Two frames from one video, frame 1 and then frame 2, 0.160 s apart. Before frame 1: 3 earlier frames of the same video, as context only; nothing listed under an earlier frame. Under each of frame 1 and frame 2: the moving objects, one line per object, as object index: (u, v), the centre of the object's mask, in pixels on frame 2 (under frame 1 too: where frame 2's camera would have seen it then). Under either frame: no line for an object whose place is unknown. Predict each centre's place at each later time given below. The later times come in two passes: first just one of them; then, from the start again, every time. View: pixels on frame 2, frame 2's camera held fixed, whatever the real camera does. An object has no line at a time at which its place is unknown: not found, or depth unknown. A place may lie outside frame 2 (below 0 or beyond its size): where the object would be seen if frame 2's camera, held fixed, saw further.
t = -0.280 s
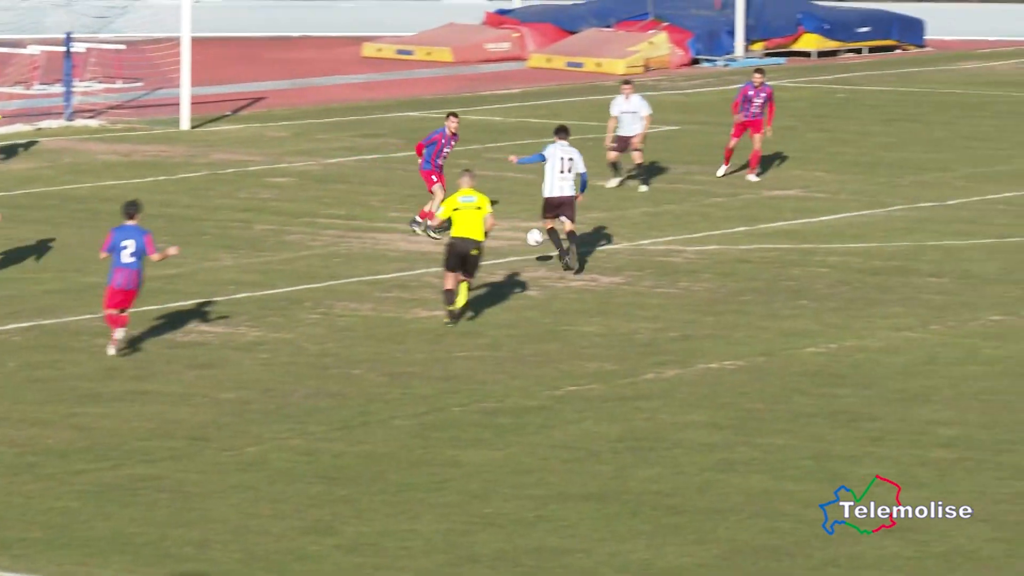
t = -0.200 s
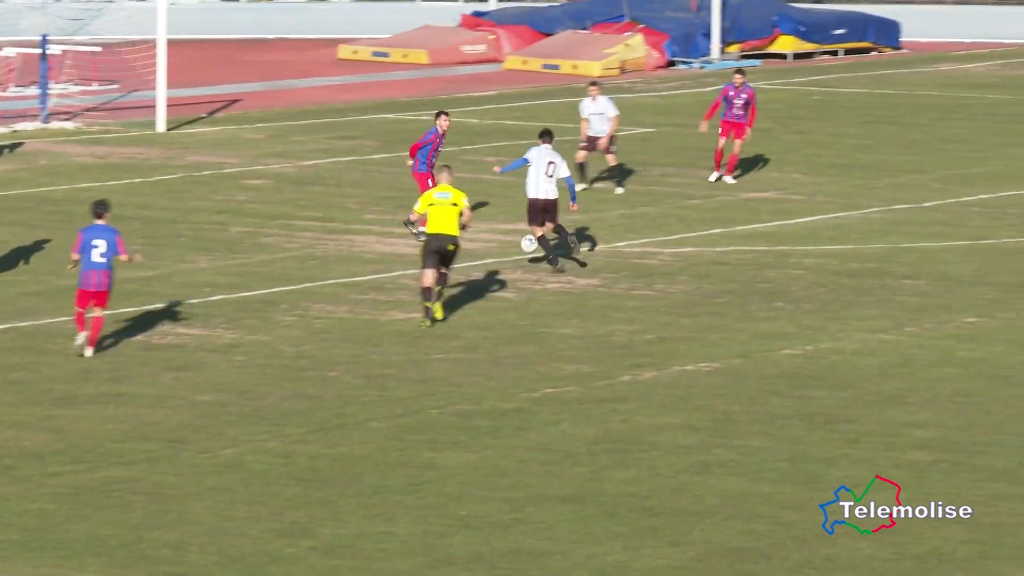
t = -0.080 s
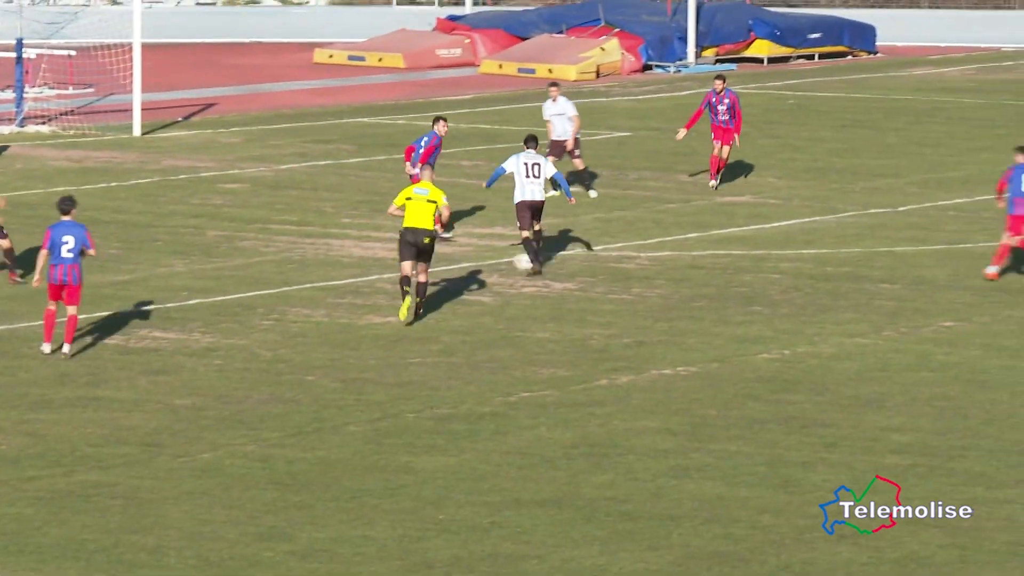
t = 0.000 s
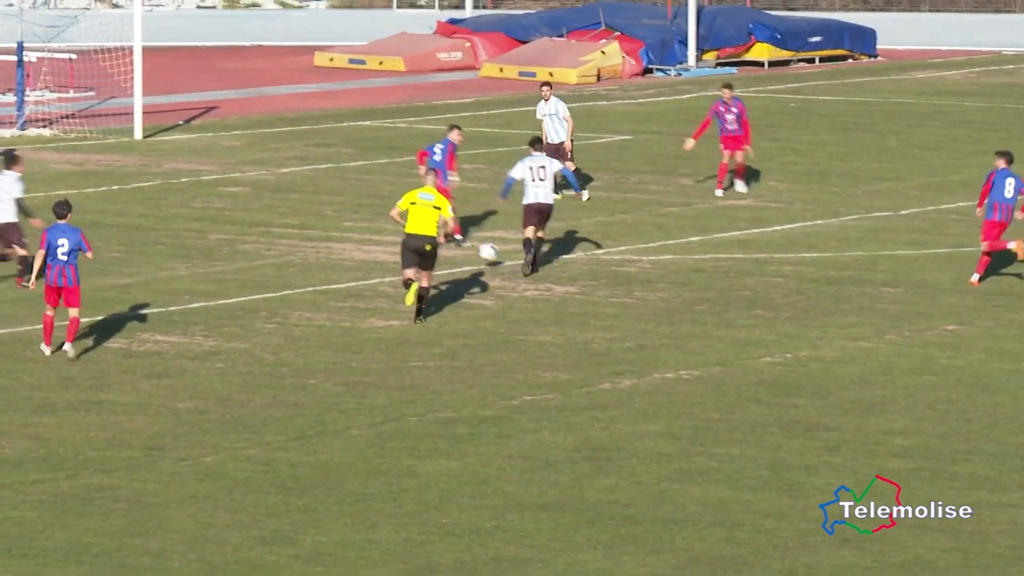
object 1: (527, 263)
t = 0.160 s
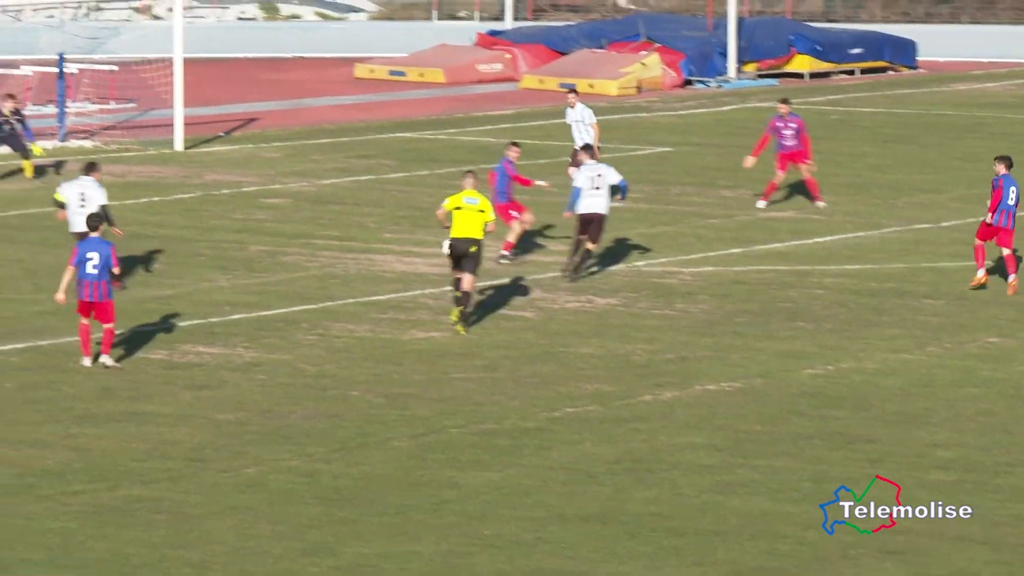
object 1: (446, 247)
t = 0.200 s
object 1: (432, 246)
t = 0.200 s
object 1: (432, 246)
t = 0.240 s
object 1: (413, 247)
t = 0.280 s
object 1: (394, 249)
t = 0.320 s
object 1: (375, 252)
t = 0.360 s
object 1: (357, 257)
